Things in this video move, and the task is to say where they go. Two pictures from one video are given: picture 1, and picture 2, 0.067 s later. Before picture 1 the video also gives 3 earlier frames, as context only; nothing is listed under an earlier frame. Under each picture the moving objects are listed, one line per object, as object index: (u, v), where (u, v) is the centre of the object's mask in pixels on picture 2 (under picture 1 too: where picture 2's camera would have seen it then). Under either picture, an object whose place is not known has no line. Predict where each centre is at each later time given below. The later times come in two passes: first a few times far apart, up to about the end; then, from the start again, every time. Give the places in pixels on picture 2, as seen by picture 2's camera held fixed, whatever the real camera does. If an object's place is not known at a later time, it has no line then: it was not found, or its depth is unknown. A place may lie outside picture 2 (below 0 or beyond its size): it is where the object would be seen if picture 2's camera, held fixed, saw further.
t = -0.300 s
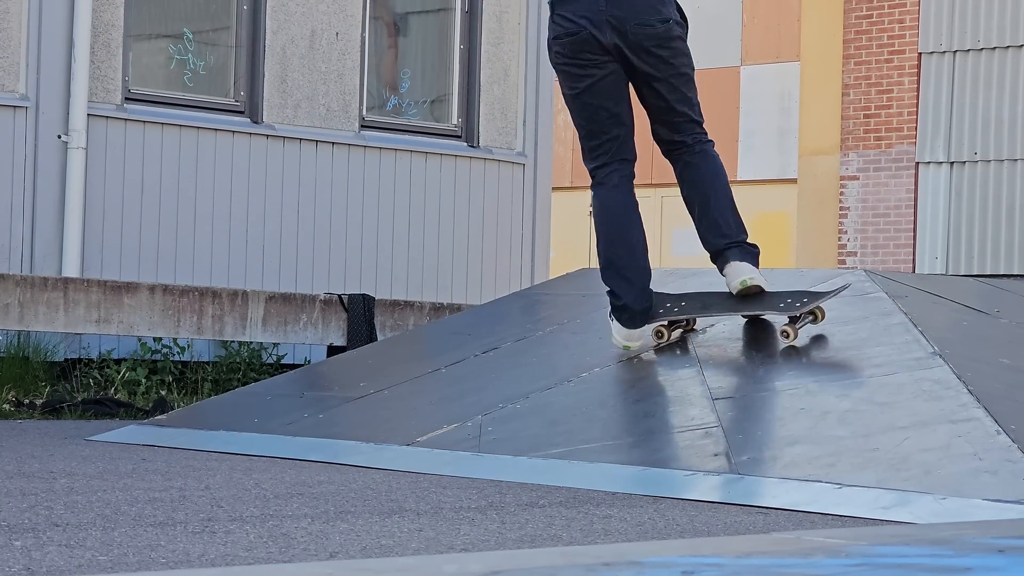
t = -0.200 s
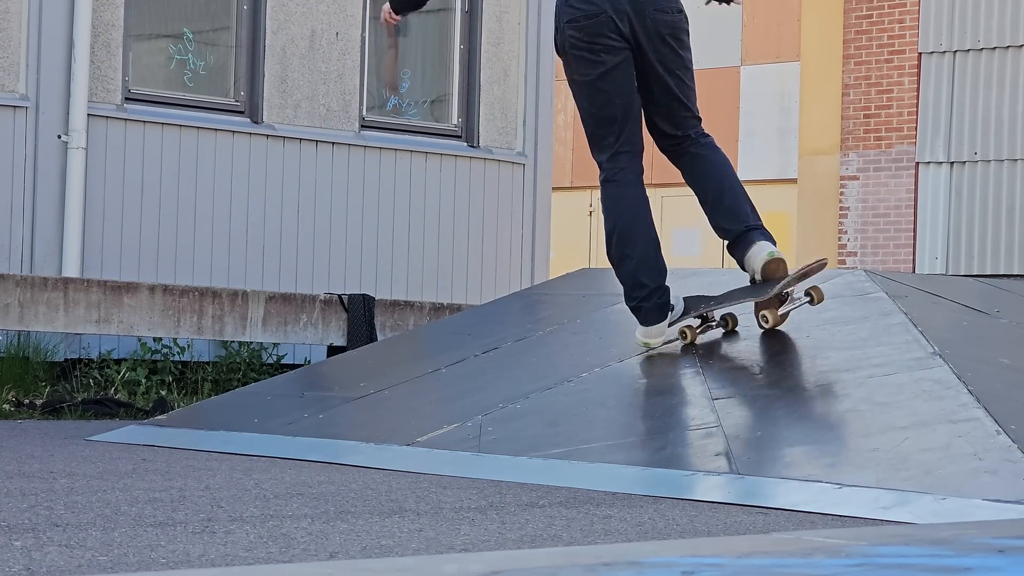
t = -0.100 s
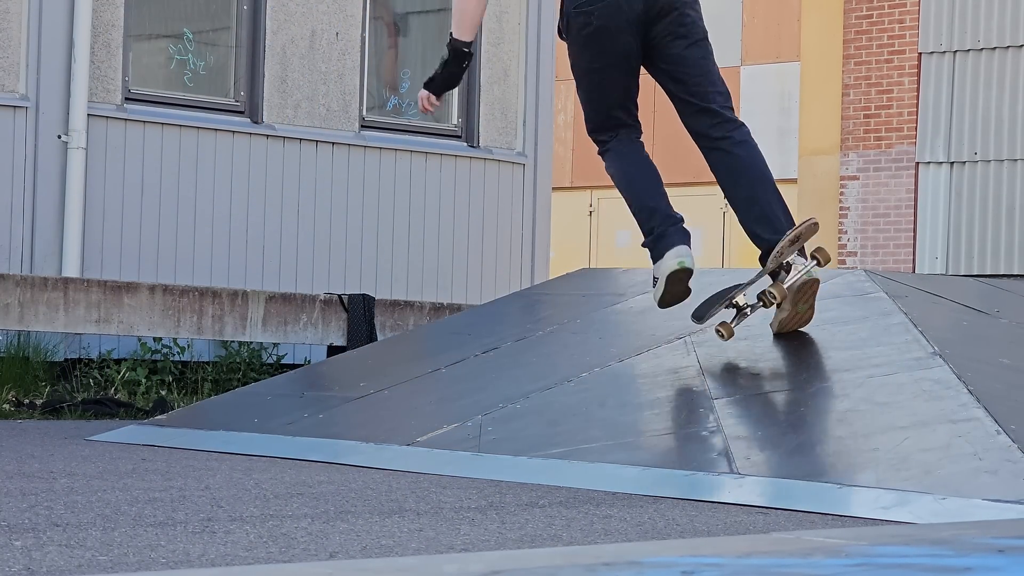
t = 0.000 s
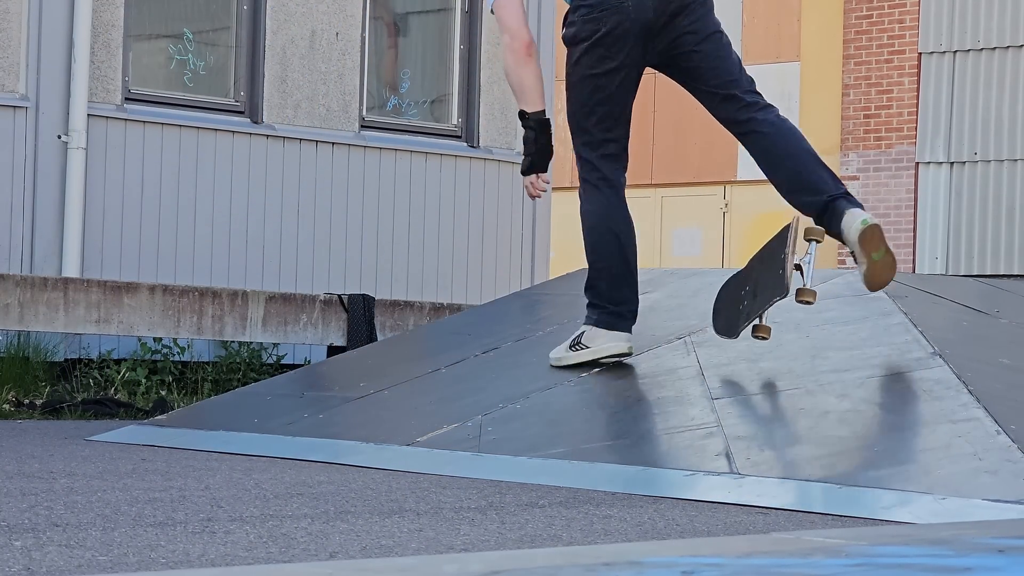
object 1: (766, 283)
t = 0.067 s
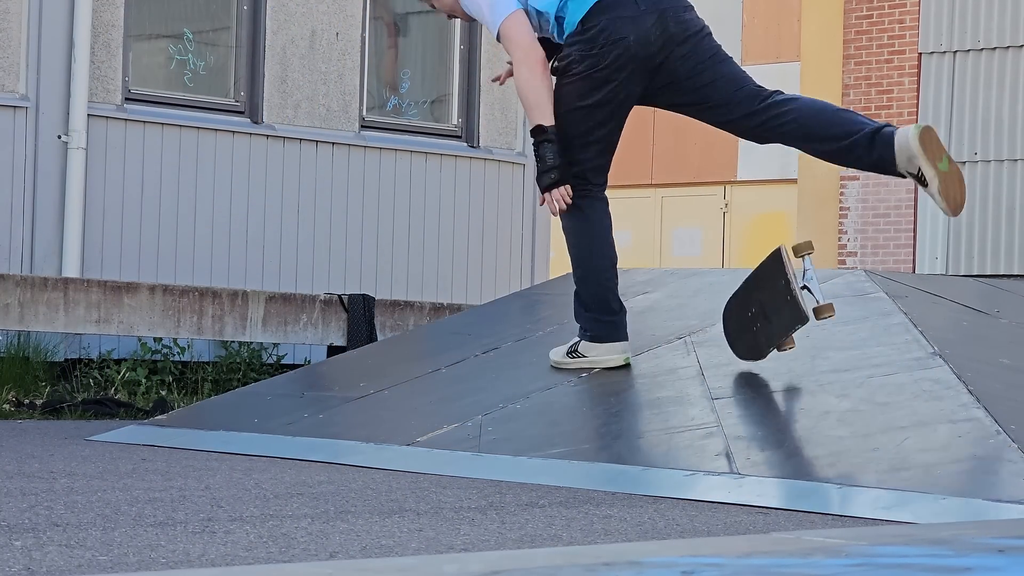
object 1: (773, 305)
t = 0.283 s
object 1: (786, 413)
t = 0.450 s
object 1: (748, 443)
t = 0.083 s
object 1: (775, 313)
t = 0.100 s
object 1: (776, 320)
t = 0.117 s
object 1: (778, 327)
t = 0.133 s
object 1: (779, 335)
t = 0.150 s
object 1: (782, 344)
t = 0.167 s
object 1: (786, 355)
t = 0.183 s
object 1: (790, 370)
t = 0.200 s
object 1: (793, 386)
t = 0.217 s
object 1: (792, 393)
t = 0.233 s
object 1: (790, 401)
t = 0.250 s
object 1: (791, 409)
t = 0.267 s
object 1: (789, 414)
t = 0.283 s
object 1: (786, 413)
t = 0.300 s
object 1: (782, 412)
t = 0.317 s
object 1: (779, 412)
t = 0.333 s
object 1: (775, 413)
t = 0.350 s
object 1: (771, 415)
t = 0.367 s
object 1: (767, 419)
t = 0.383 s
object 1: (763, 424)
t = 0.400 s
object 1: (759, 430)
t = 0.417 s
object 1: (754, 436)
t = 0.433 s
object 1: (751, 439)
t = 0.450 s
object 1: (748, 443)
